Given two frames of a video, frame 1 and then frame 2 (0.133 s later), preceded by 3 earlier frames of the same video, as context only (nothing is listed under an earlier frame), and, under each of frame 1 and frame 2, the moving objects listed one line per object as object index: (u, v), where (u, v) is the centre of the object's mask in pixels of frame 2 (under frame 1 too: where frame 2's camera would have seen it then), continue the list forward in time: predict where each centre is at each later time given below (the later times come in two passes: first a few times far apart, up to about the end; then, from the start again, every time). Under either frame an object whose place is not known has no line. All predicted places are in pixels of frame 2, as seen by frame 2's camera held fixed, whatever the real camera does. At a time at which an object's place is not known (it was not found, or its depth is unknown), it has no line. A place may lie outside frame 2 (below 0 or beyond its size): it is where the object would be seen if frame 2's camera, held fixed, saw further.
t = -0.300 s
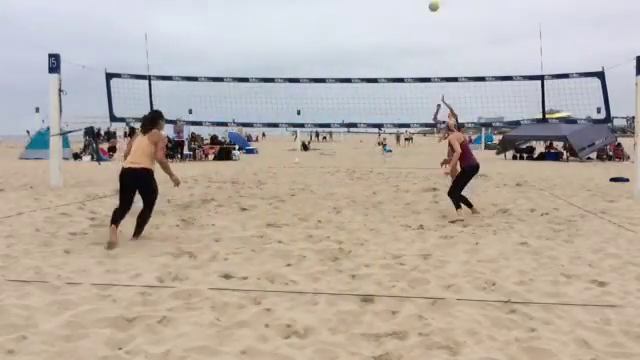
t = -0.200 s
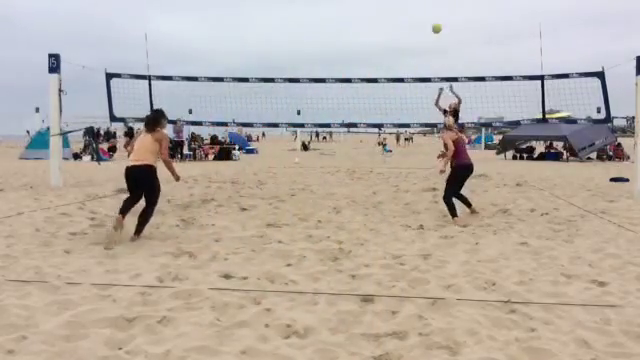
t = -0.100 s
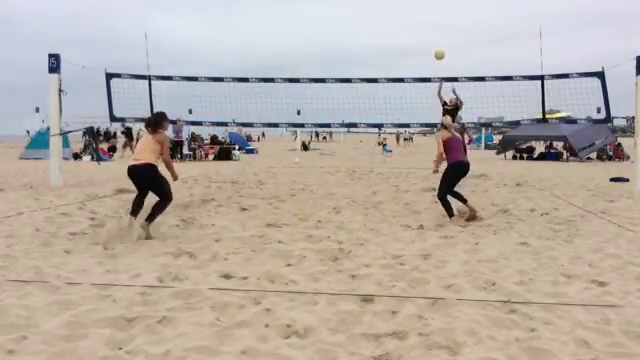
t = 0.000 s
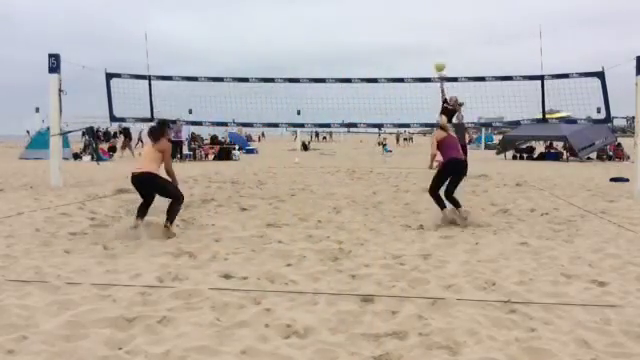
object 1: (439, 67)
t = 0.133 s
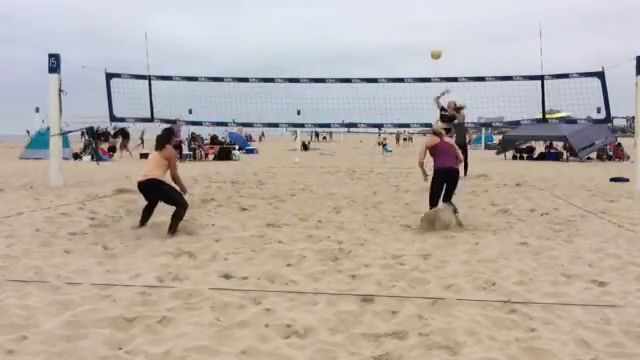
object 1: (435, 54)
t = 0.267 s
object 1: (432, 50)
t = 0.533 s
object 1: (423, 70)
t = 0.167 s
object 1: (435, 52)
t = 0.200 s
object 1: (433, 51)
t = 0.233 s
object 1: (432, 50)
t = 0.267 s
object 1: (432, 50)
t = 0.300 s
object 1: (430, 50)
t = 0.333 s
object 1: (430, 51)
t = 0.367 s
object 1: (428, 53)
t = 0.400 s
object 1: (428, 55)
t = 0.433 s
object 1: (426, 58)
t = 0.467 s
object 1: (426, 61)
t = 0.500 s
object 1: (425, 65)
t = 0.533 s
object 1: (423, 70)
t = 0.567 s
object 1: (422, 76)
